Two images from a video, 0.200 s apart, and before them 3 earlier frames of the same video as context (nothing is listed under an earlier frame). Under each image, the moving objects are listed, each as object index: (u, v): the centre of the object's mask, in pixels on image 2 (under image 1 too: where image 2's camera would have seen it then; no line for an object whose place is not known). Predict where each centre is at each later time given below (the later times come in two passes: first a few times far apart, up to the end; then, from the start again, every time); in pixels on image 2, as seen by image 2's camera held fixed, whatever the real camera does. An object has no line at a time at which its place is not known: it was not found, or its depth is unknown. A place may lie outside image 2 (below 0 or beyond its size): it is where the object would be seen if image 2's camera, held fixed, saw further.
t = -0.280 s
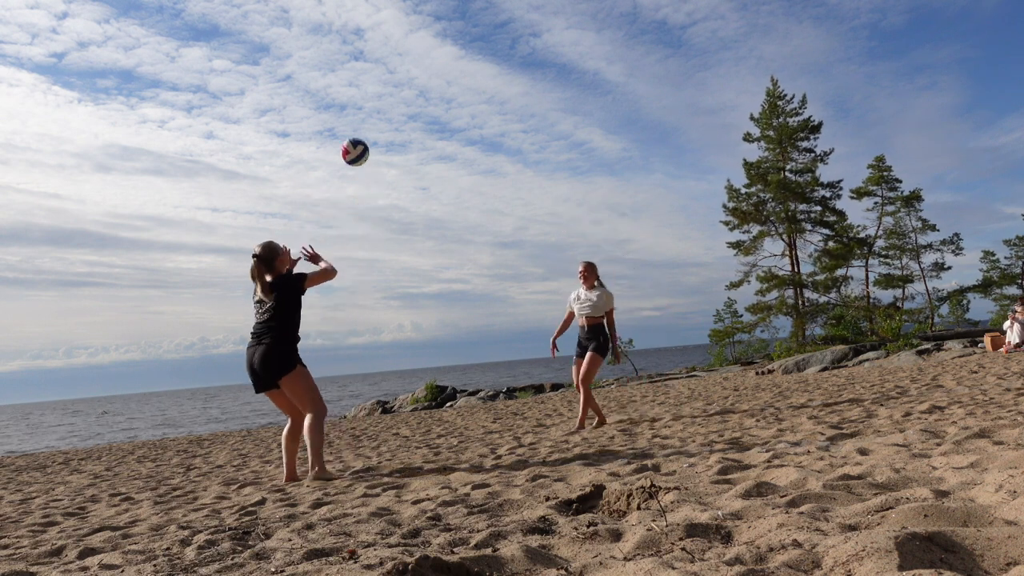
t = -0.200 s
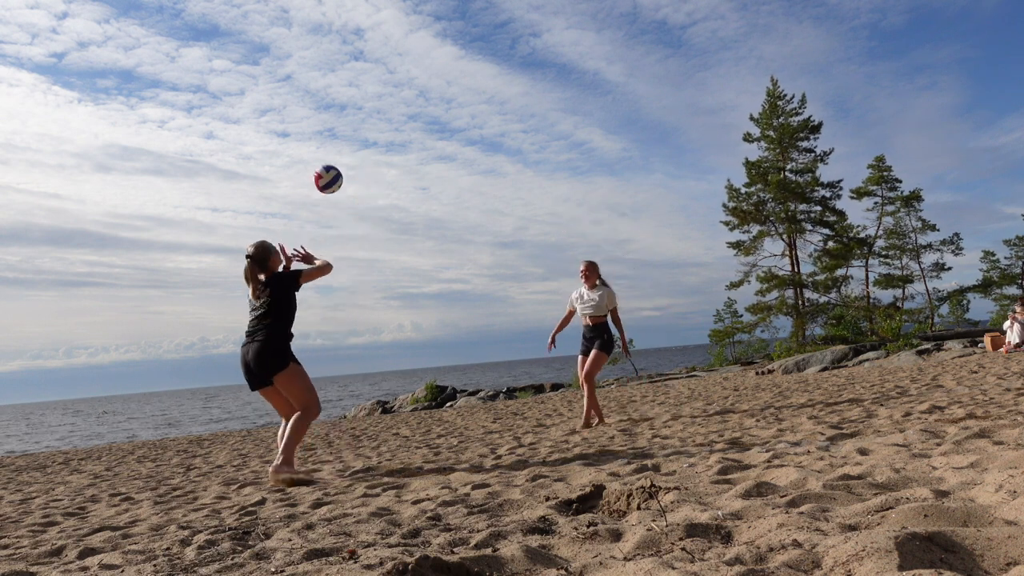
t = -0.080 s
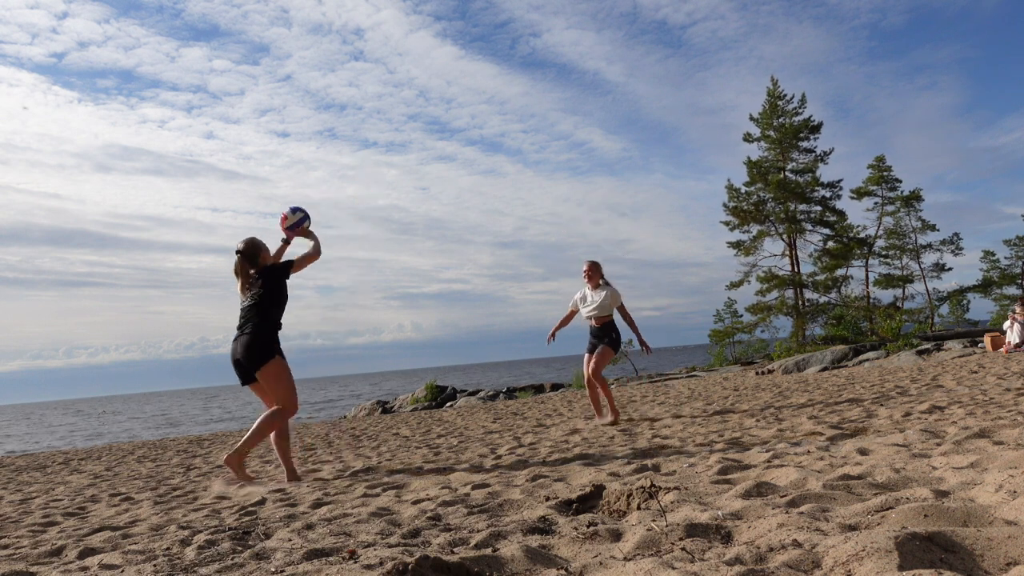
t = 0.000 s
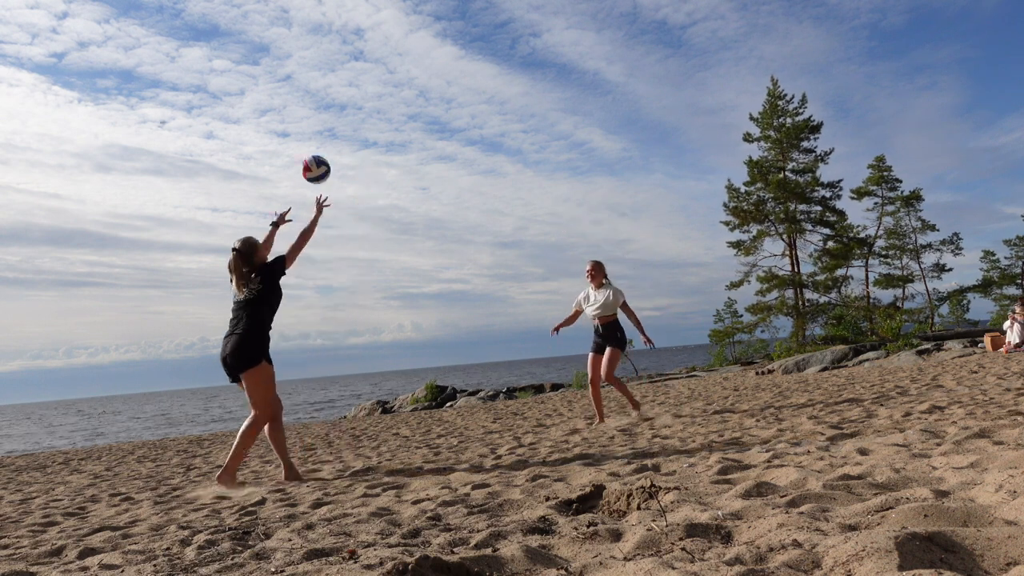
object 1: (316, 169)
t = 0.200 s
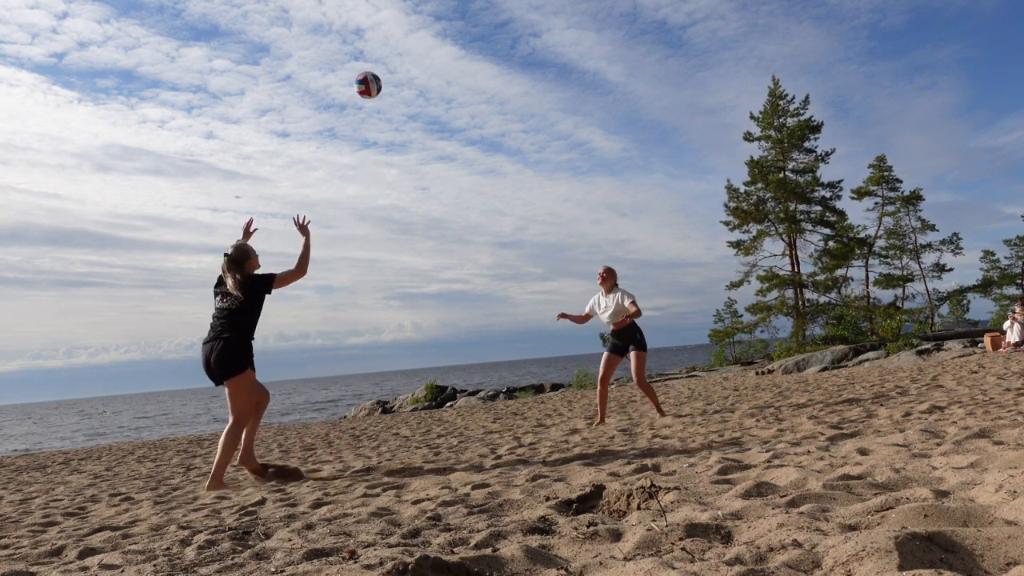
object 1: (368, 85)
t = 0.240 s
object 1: (378, 75)
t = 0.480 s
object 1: (437, 59)
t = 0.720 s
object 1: (494, 103)
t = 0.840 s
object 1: (523, 146)
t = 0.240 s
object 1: (378, 75)
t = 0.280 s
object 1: (389, 68)
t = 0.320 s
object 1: (398, 62)
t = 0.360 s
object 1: (408, 58)
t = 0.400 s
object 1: (418, 57)
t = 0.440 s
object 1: (428, 57)
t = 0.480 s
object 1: (437, 59)
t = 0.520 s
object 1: (447, 62)
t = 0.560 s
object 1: (456, 67)
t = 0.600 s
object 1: (466, 74)
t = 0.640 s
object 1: (475, 82)
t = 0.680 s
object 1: (485, 92)
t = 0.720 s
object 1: (494, 103)
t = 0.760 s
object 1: (503, 116)
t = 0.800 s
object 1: (513, 130)
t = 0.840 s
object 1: (523, 146)
